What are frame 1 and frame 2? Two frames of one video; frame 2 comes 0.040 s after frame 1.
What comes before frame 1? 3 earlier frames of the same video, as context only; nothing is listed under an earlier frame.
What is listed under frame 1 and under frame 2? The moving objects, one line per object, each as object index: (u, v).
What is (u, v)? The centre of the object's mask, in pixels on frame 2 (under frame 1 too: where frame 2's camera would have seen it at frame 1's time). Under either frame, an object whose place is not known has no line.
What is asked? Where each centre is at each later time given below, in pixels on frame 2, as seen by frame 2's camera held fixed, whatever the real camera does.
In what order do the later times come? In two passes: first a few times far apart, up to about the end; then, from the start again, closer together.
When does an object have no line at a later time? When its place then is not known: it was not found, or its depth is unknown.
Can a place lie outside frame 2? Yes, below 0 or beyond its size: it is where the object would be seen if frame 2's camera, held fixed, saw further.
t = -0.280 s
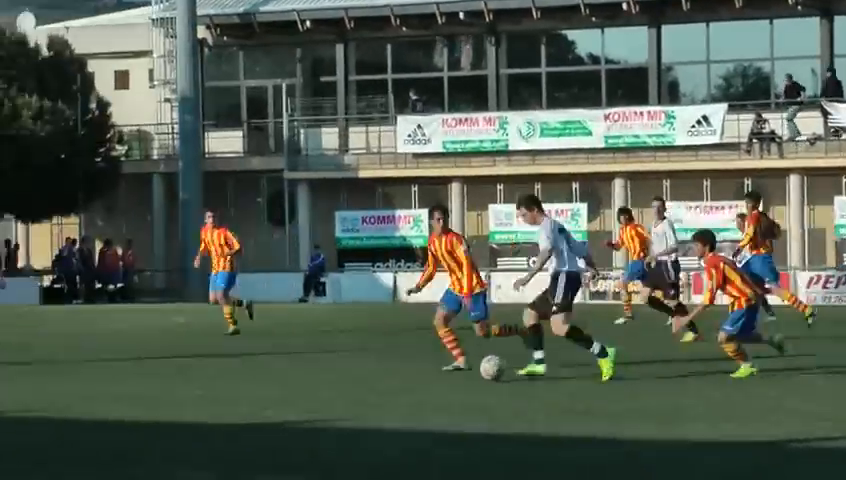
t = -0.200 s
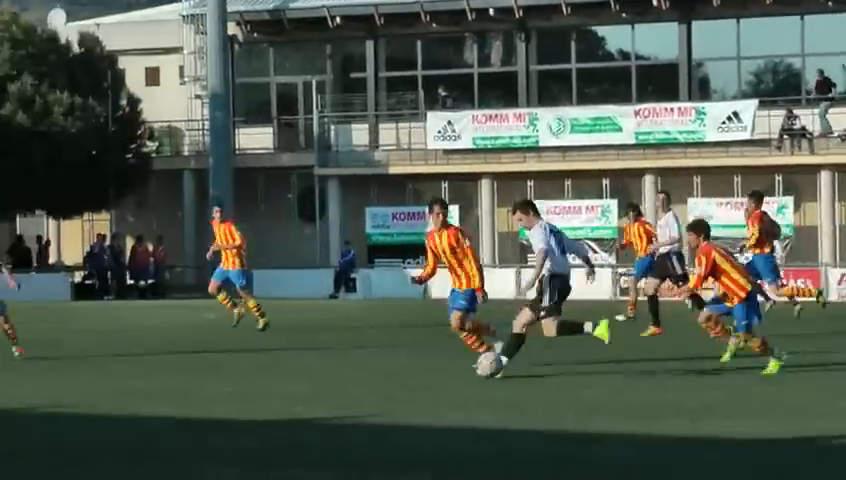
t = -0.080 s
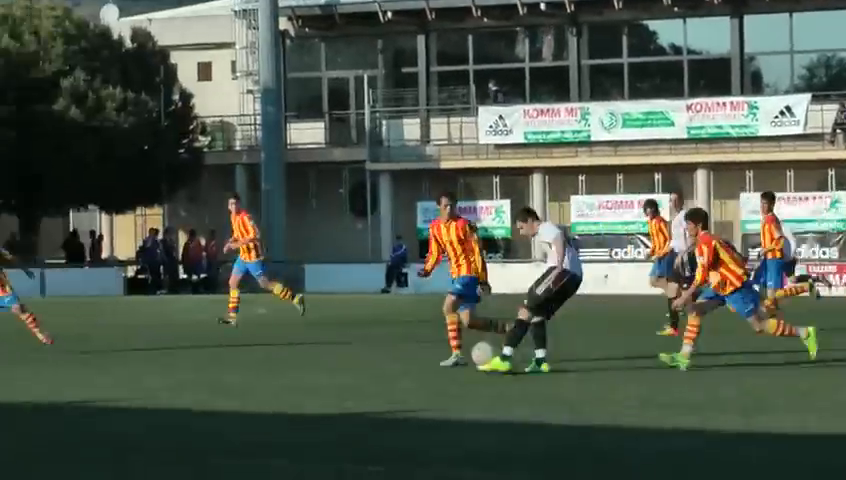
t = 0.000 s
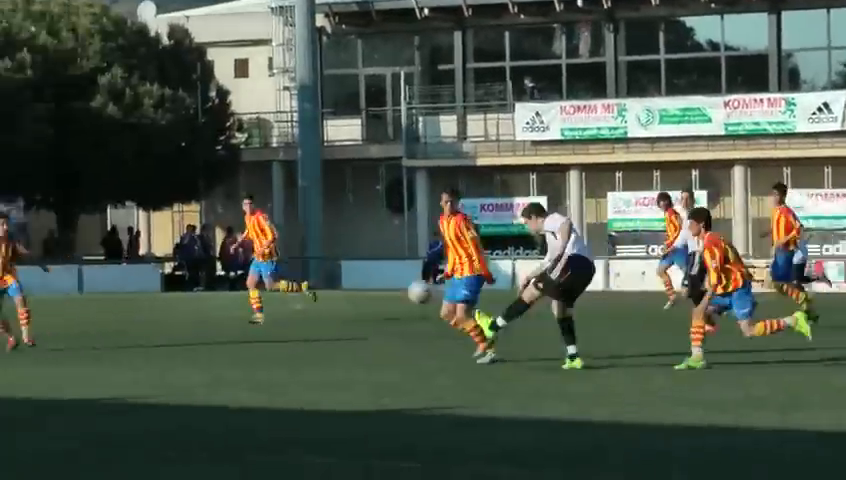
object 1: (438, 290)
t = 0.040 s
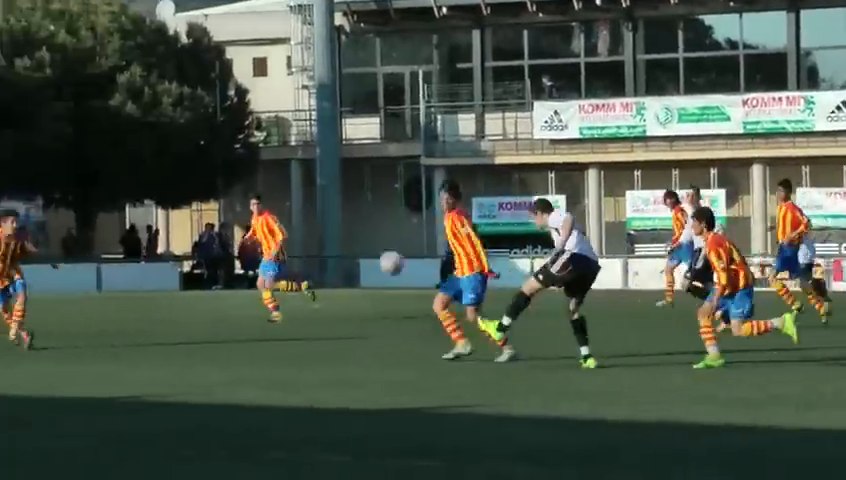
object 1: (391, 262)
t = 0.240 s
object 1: (183, 160)
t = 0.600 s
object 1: (-108, 75)
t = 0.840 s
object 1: (-262, 77)
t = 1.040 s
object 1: (-370, 108)
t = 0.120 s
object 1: (302, 216)
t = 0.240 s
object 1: (183, 160)
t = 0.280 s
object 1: (146, 145)
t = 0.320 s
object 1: (109, 131)
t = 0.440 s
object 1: (10, 98)
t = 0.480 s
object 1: (-21, 91)
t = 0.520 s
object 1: (-51, 85)
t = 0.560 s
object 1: (-79, 79)
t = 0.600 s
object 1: (-108, 75)
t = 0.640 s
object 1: (-135, 72)
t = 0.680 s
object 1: (-162, 70)
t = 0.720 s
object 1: (-188, 71)
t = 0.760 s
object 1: (-214, 72)
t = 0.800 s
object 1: (-238, 74)
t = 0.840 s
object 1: (-262, 77)
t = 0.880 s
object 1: (-286, 81)
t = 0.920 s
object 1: (-309, 86)
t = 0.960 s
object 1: (-331, 93)
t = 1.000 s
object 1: (-352, 100)
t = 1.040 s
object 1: (-370, 108)
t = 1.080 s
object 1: (-390, 117)
